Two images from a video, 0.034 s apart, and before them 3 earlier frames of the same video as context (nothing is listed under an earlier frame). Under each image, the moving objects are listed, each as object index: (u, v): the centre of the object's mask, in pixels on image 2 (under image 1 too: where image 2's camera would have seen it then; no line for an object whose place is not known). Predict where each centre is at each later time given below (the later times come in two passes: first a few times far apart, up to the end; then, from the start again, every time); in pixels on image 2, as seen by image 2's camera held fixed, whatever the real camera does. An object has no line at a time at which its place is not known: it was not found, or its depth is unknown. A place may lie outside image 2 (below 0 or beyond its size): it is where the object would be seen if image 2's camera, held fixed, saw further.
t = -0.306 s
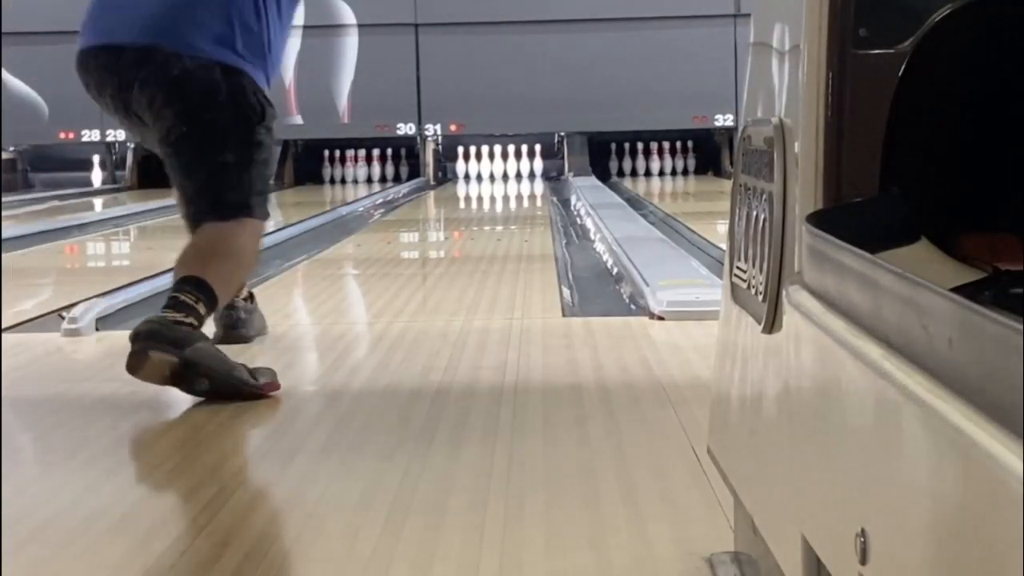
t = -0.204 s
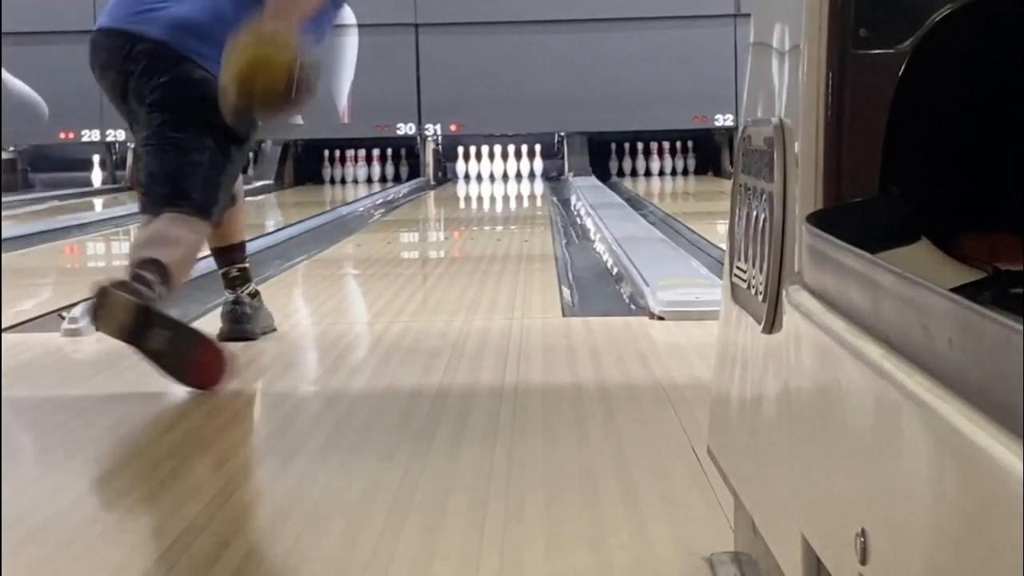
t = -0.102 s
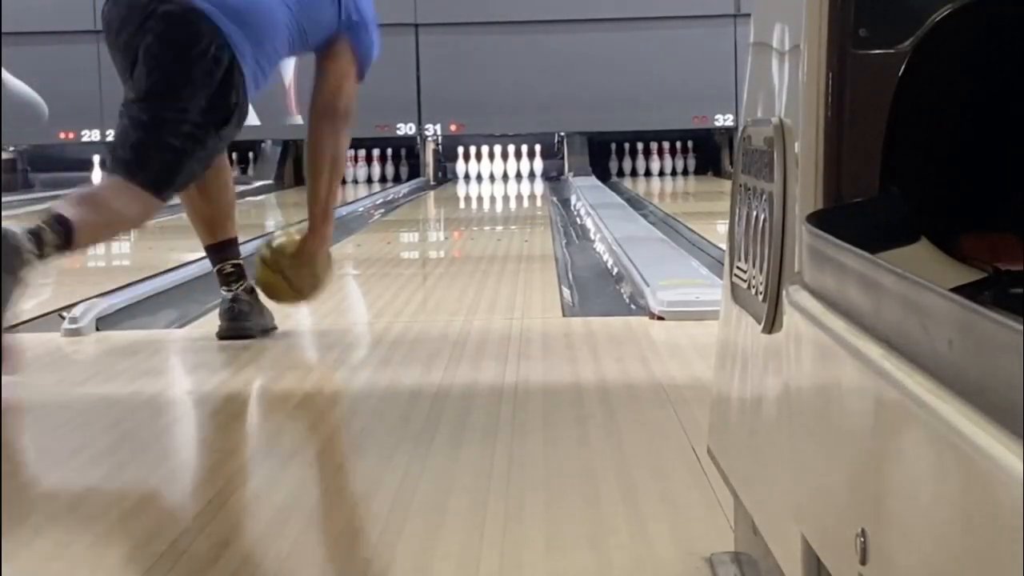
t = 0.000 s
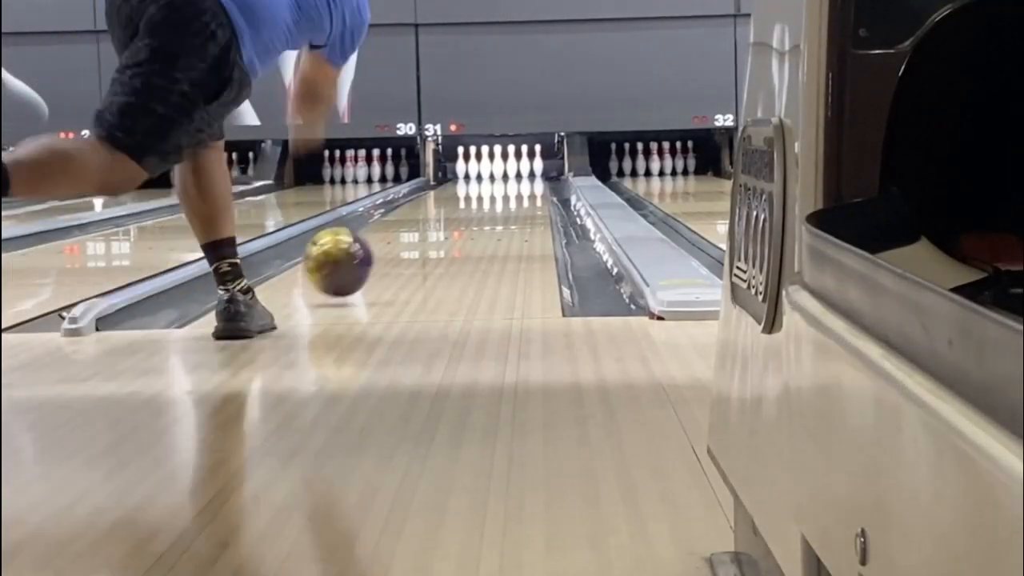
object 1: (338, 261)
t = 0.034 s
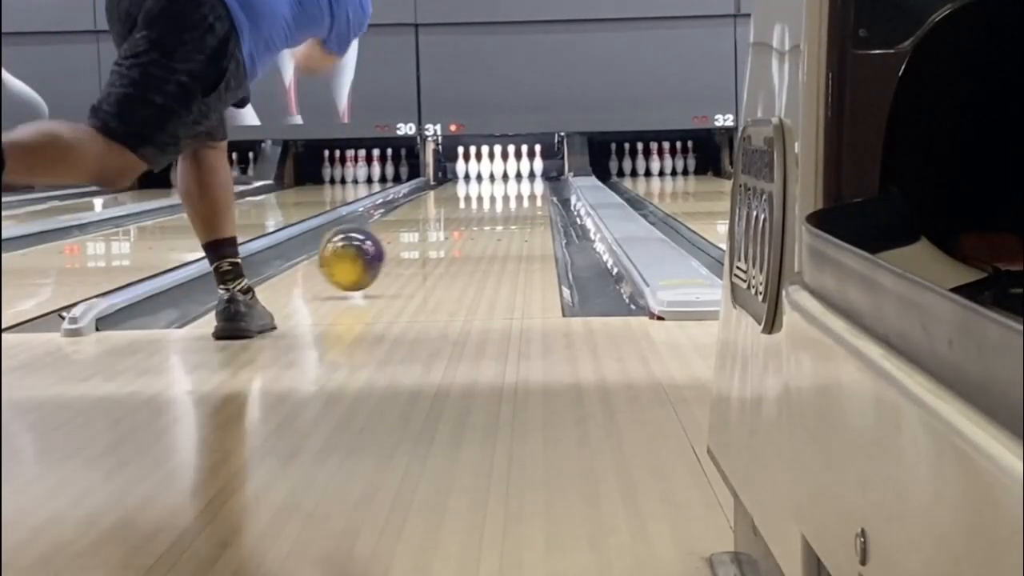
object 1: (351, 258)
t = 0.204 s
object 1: (402, 241)
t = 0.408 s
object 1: (443, 224)
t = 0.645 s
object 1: (474, 208)
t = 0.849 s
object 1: (493, 198)
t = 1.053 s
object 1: (506, 191)
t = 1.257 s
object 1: (515, 185)
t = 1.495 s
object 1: (523, 179)
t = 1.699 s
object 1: (524, 176)
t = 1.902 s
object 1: (521, 172)
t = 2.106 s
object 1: (512, 170)
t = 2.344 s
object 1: (512, 168)
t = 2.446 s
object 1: (517, 168)
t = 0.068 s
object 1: (363, 258)
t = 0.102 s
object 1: (374, 253)
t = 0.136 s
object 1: (383, 249)
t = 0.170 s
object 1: (393, 245)
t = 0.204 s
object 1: (402, 241)
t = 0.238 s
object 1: (410, 237)
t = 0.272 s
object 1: (417, 234)
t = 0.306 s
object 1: (425, 231)
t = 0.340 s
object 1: (430, 229)
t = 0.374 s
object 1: (437, 226)
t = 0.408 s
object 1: (443, 224)
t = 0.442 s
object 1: (448, 222)
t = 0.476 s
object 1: (453, 218)
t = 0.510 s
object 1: (457, 215)
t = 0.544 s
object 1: (463, 214)
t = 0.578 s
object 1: (466, 212)
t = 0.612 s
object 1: (470, 209)
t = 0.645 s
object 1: (474, 208)
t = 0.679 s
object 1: (478, 206)
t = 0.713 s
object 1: (480, 205)
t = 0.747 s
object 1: (483, 203)
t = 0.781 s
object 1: (486, 201)
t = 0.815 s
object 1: (490, 199)
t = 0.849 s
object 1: (493, 198)
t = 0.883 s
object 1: (494, 196)
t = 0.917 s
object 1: (496, 195)
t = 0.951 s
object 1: (499, 194)
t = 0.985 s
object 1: (502, 193)
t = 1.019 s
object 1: (504, 191)
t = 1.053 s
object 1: (506, 191)
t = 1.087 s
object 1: (506, 190)
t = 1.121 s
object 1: (509, 189)
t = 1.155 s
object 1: (510, 187)
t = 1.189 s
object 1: (512, 186)
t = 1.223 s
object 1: (514, 186)
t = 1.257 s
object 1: (515, 185)
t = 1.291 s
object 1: (516, 183)
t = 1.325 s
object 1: (518, 183)
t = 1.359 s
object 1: (518, 182)
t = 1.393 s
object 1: (520, 181)
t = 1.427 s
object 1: (521, 180)
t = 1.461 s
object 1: (521, 179)
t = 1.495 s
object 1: (523, 179)
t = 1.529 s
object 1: (523, 178)
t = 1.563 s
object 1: (524, 178)
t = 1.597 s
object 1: (523, 177)
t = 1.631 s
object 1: (525, 177)
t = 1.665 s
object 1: (525, 176)
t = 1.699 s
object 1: (524, 176)
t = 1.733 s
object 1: (524, 175)
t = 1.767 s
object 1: (523, 174)
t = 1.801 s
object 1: (523, 174)
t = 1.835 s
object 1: (523, 173)
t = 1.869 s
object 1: (522, 172)
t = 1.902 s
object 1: (521, 172)
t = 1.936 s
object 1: (520, 172)
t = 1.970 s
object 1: (518, 171)
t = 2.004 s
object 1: (517, 171)
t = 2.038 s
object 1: (515, 171)
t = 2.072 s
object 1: (514, 171)
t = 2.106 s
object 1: (512, 170)
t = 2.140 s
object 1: (510, 171)
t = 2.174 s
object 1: (509, 170)
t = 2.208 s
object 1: (510, 169)
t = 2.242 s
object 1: (509, 169)
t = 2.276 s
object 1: (510, 168)
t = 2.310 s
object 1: (509, 168)
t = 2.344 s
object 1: (512, 168)
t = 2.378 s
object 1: (514, 168)
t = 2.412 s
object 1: (514, 166)
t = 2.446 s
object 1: (517, 168)
